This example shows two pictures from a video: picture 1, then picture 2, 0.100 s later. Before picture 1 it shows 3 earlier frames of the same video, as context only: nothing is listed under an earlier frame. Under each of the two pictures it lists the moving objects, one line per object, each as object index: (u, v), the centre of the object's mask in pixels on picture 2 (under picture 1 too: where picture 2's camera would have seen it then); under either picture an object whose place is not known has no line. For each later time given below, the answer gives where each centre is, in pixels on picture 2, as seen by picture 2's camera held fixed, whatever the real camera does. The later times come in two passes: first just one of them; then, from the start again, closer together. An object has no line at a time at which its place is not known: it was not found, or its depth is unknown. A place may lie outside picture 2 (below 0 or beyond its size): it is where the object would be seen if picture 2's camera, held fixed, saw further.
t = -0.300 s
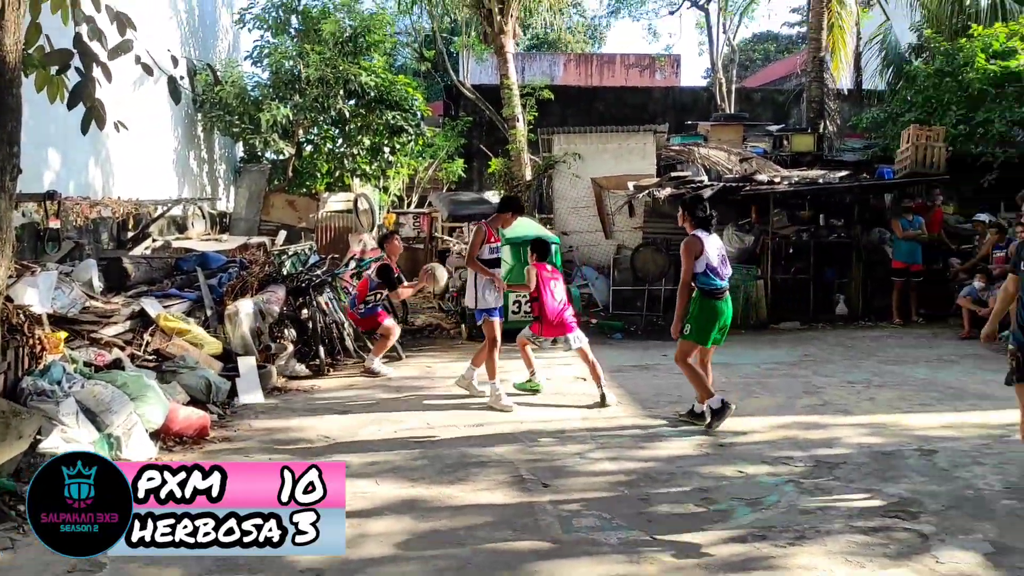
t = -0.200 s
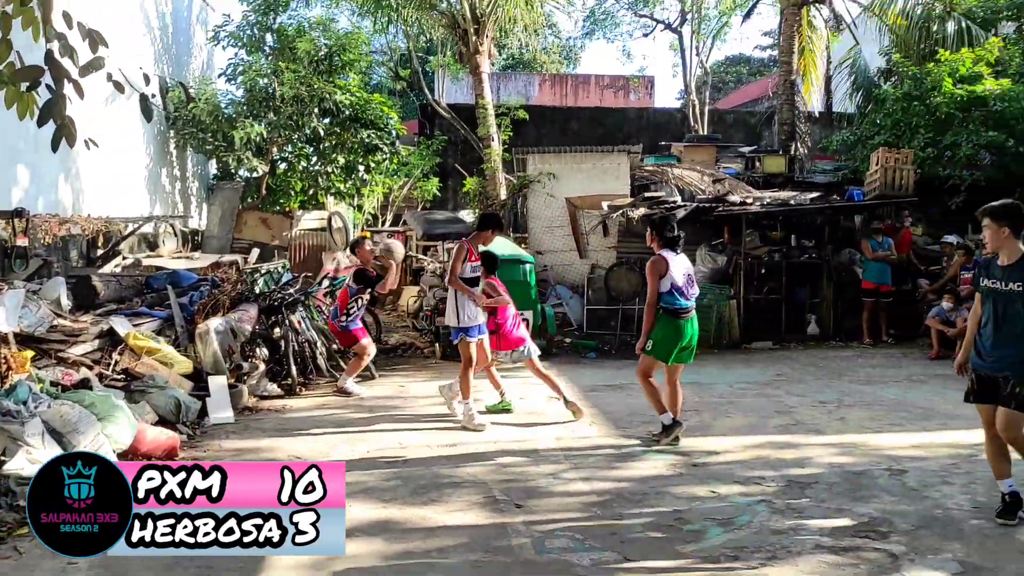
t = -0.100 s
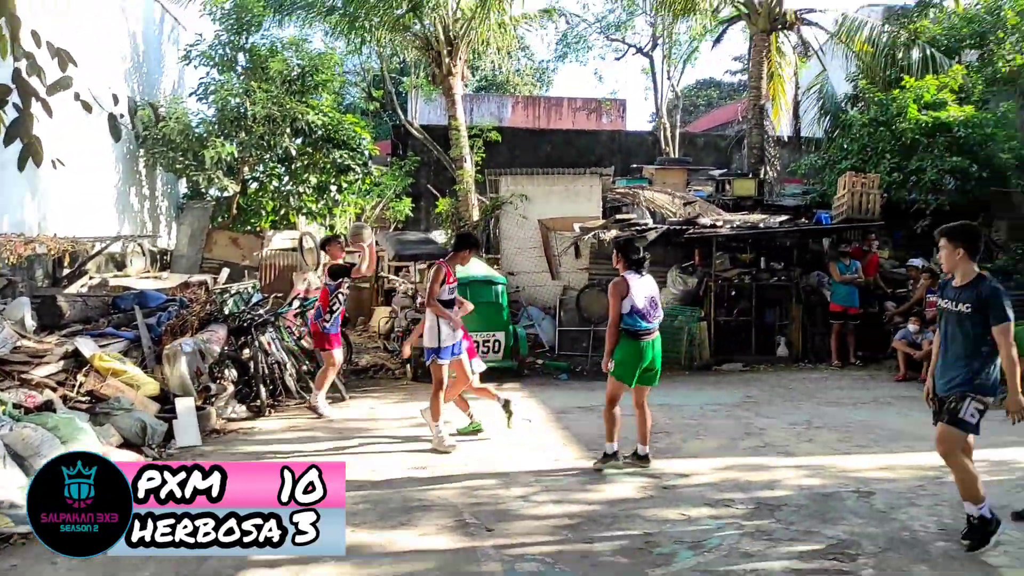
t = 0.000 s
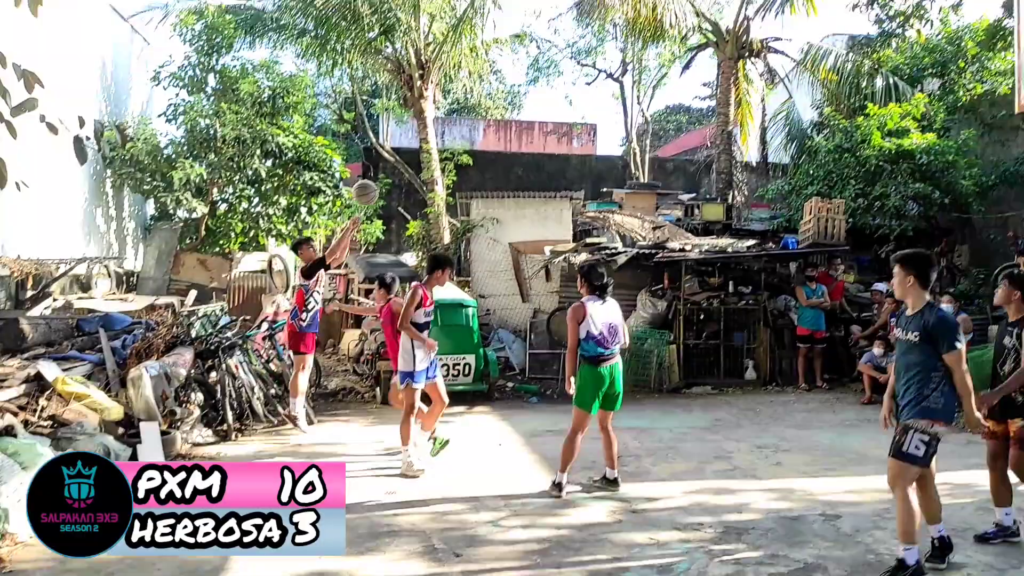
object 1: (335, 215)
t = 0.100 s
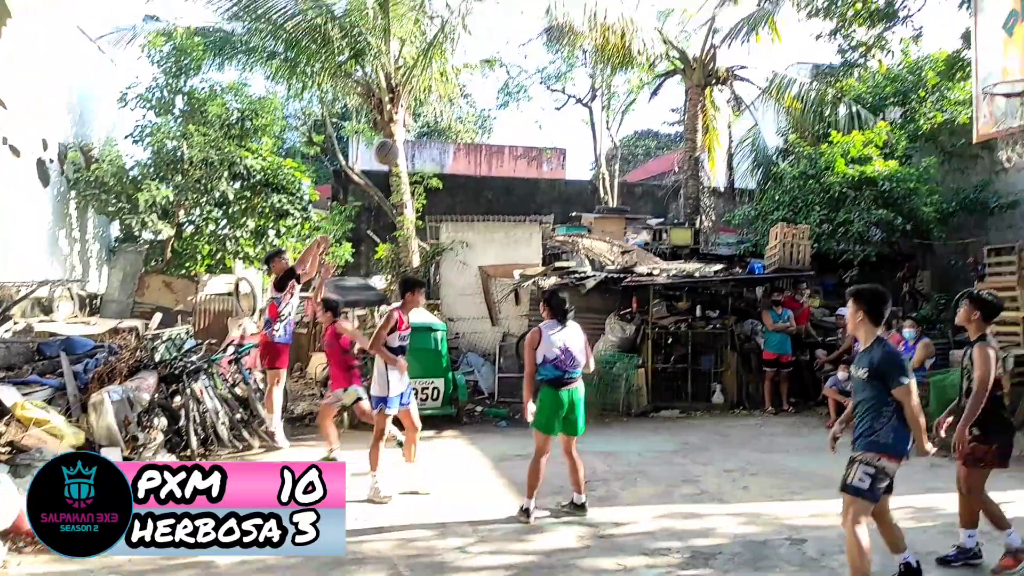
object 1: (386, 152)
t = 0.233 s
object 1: (455, 82)
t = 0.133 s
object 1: (404, 133)
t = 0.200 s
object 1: (438, 99)
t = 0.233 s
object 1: (455, 82)
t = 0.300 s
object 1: (491, 52)
